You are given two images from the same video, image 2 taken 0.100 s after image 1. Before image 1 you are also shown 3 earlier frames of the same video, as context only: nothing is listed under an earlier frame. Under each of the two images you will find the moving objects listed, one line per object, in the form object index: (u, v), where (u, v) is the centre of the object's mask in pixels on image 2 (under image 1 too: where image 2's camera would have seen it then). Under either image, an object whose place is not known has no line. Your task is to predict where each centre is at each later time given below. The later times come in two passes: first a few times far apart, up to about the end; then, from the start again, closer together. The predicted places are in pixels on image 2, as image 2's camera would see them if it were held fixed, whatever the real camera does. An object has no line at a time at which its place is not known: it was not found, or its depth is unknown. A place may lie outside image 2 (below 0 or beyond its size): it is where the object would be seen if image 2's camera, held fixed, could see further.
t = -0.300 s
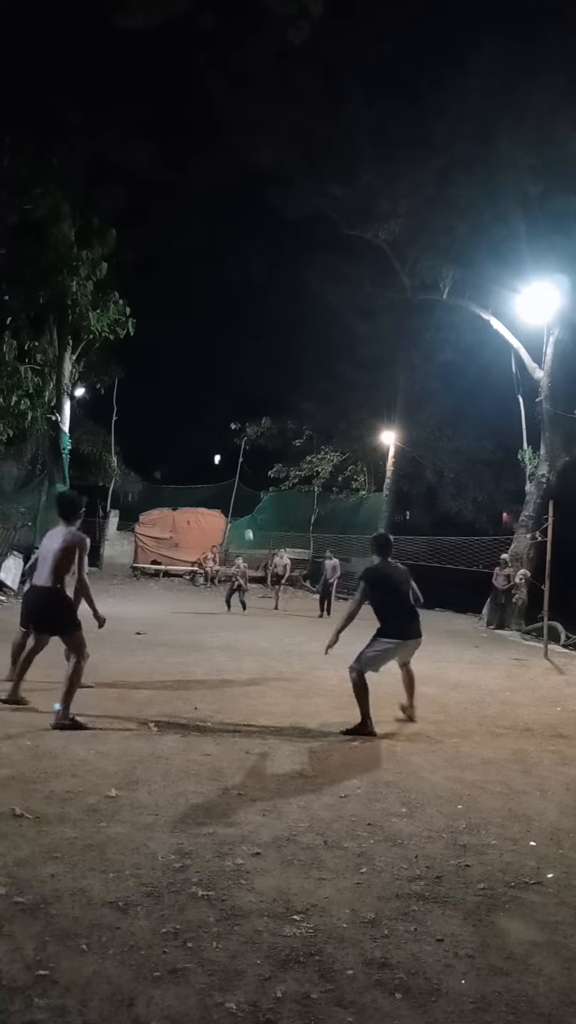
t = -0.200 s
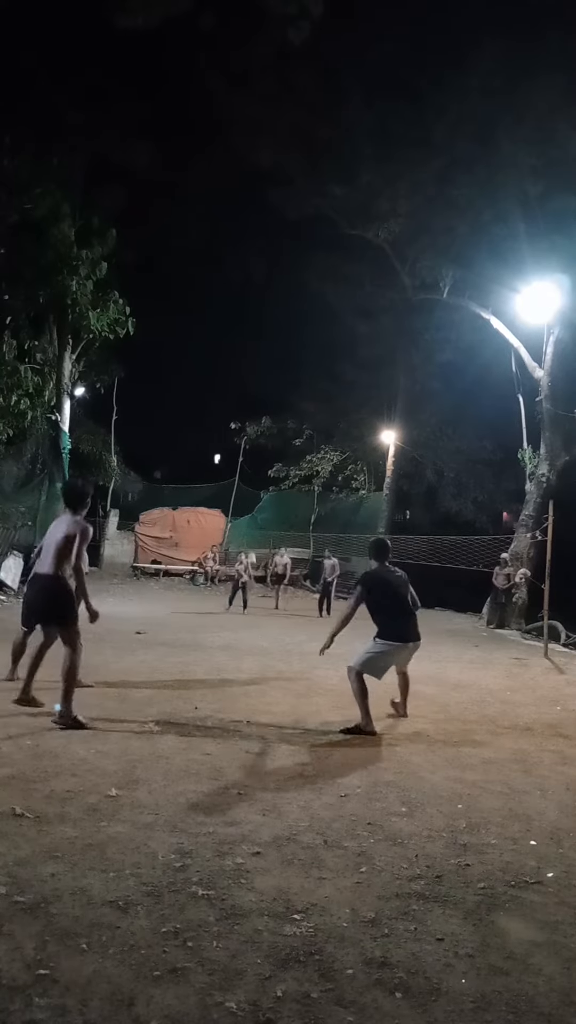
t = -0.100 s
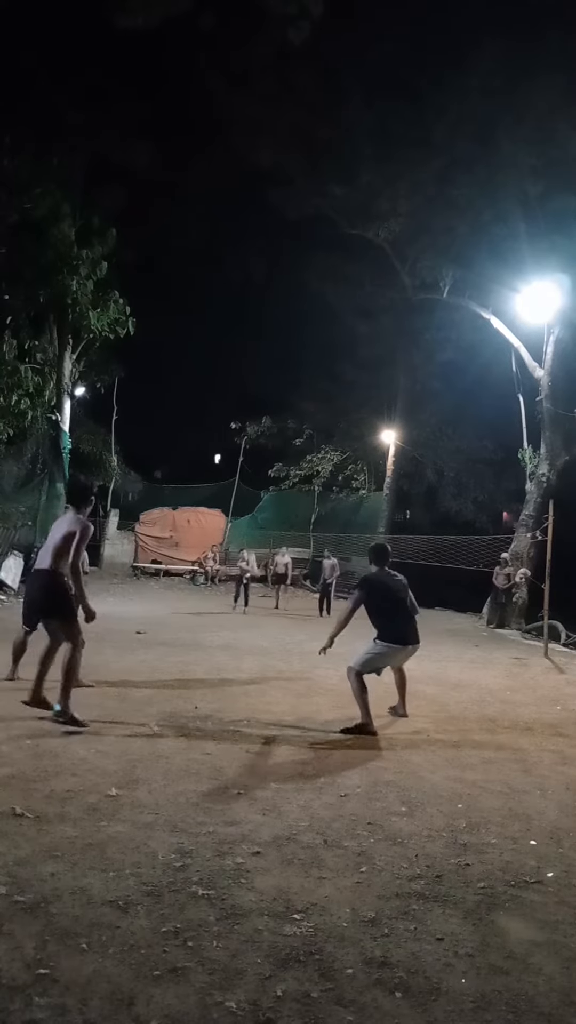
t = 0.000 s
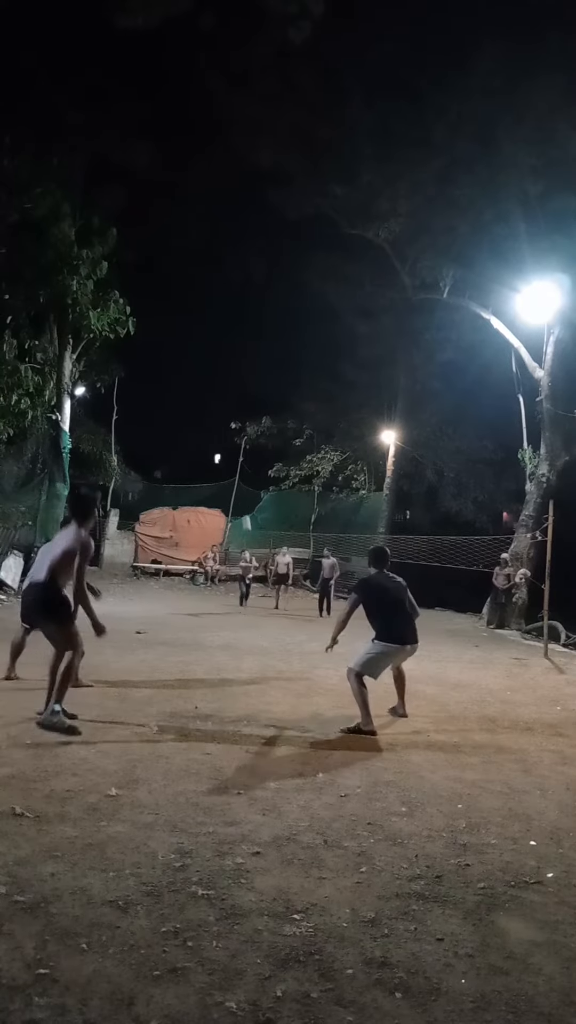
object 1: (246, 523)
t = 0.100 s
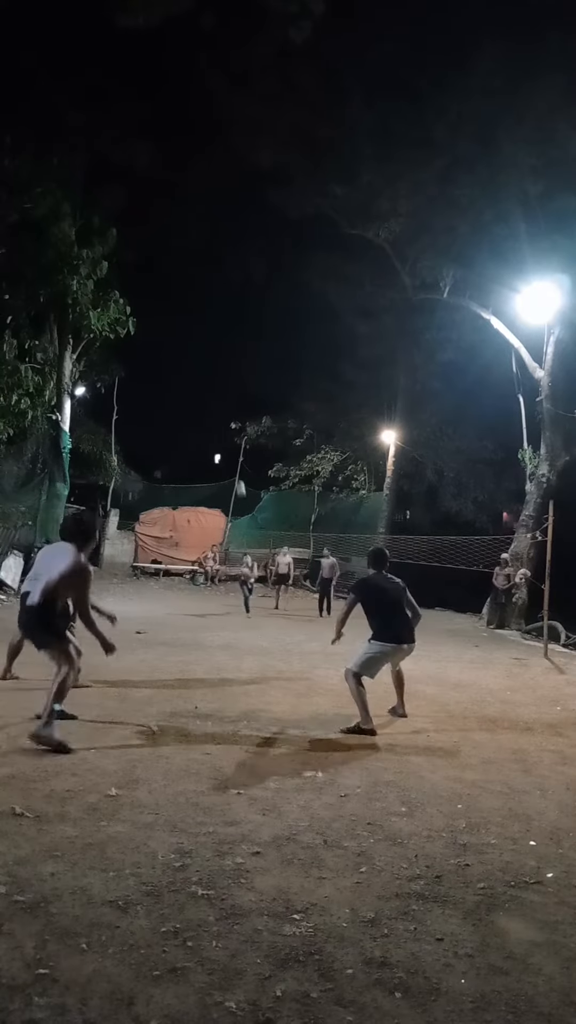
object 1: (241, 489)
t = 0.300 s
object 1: (227, 423)
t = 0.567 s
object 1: (195, 351)
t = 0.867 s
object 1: (130, 312)
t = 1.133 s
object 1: (12, 371)
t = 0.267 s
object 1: (230, 432)
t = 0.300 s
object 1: (227, 423)
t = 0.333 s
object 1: (223, 412)
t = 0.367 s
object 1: (220, 402)
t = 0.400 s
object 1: (216, 393)
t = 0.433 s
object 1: (213, 383)
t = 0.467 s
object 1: (209, 375)
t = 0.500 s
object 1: (204, 366)
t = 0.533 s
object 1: (200, 358)
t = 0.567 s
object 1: (195, 351)
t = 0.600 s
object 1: (190, 343)
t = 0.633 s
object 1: (184, 336)
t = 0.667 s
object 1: (177, 330)
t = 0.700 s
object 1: (171, 325)
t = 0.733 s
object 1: (164, 321)
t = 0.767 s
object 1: (156, 317)
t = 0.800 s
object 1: (148, 315)
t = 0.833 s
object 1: (139, 313)
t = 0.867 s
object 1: (130, 312)
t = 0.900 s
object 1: (119, 313)
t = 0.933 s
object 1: (108, 315)
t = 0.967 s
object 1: (93, 320)
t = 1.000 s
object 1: (78, 325)
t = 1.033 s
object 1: (64, 332)
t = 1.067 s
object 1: (46, 343)
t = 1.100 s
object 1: (29, 356)
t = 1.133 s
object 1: (12, 371)
